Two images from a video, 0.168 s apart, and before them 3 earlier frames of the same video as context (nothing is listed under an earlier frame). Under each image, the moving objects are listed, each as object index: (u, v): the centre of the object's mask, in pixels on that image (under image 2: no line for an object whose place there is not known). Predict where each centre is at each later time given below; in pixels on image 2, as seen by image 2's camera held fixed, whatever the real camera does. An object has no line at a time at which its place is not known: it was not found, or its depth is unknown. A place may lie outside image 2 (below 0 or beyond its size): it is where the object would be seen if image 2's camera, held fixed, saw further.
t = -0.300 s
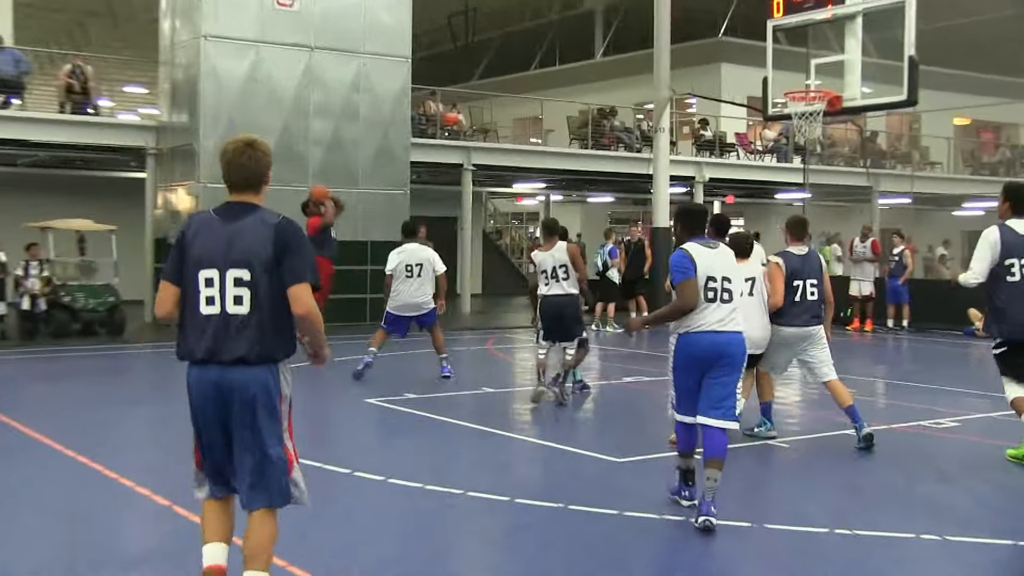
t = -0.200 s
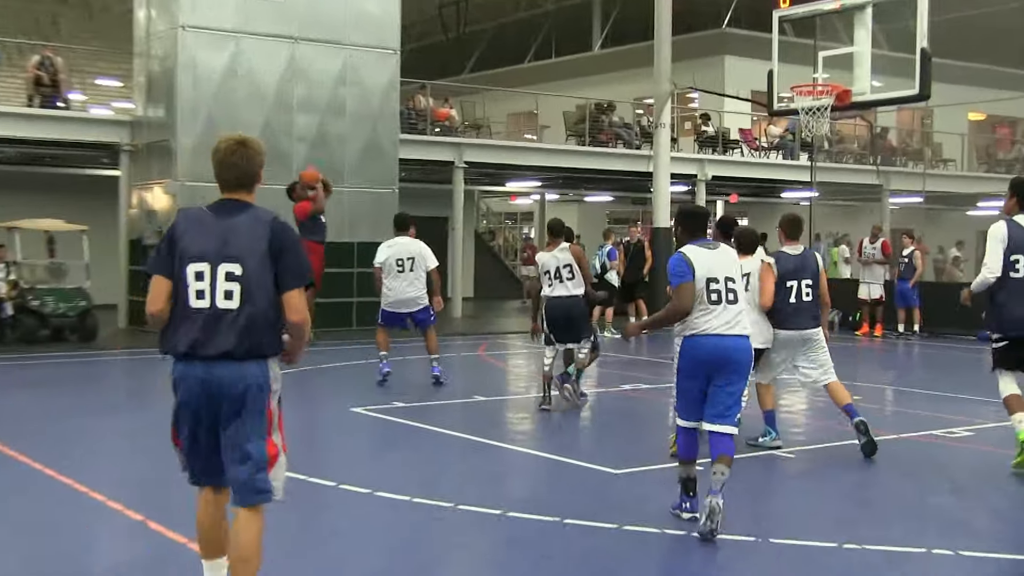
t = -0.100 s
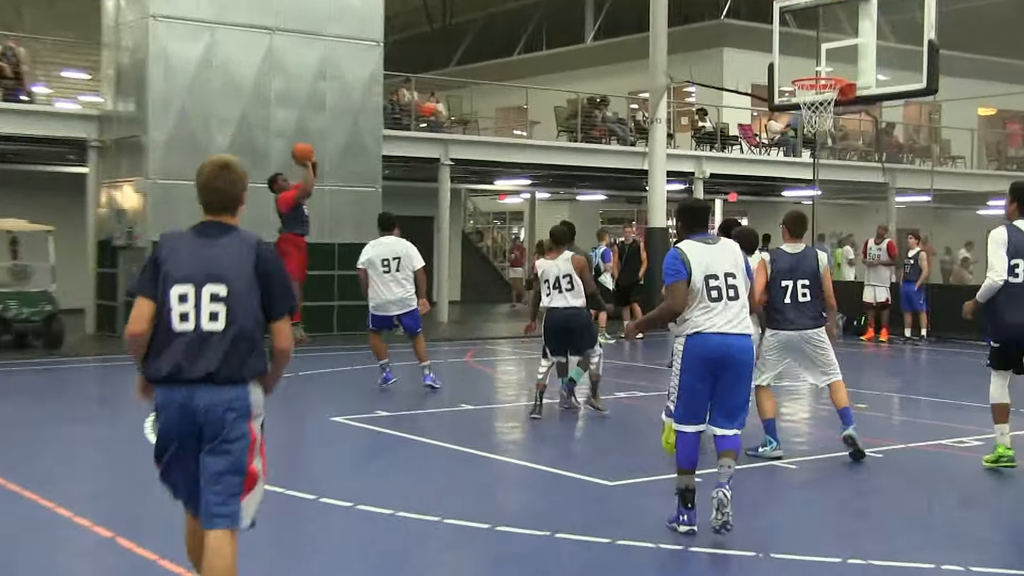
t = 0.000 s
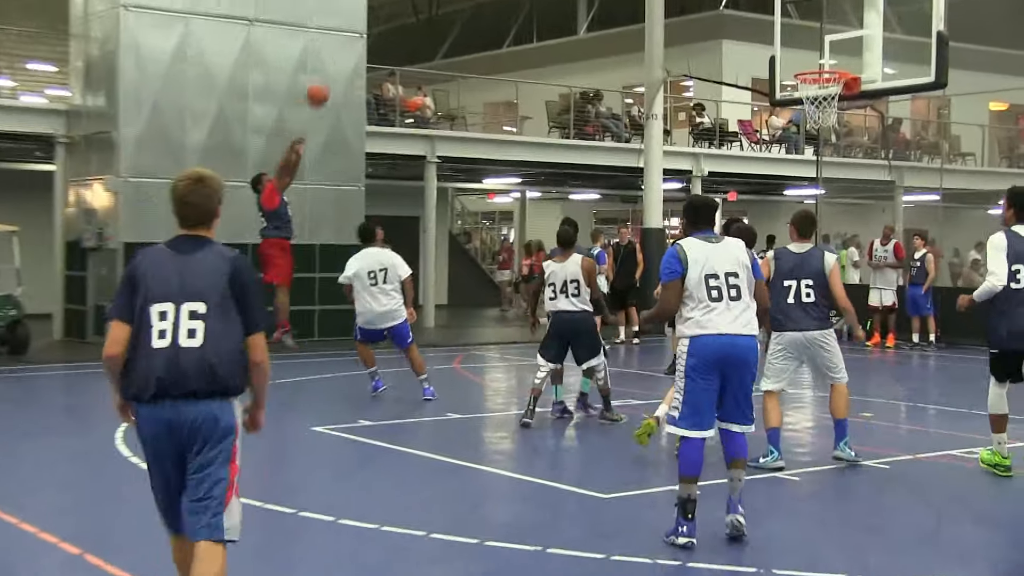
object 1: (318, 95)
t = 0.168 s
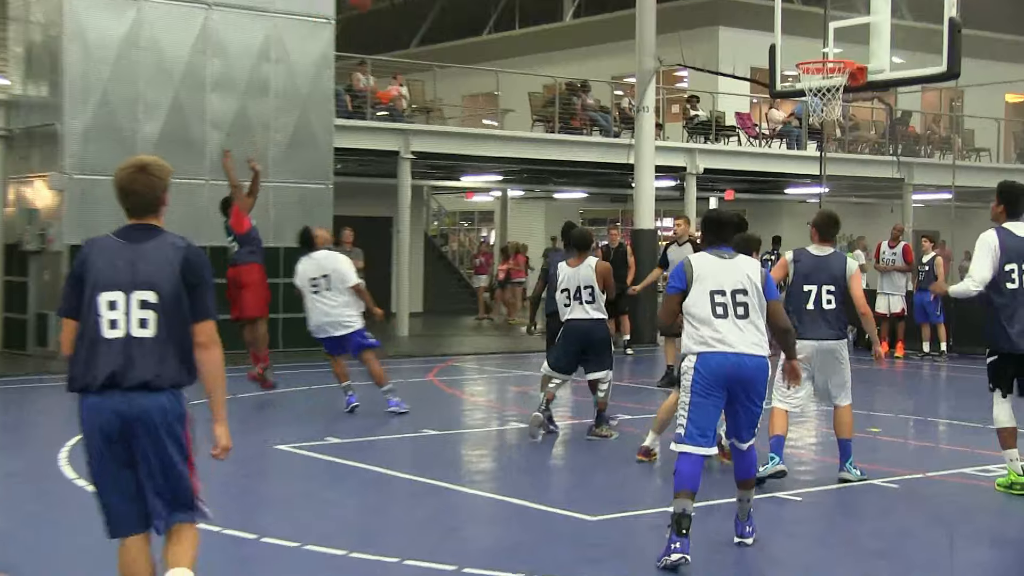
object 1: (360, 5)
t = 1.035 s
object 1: (803, -12)
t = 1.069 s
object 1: (820, 2)
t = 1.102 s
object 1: (839, 19)
